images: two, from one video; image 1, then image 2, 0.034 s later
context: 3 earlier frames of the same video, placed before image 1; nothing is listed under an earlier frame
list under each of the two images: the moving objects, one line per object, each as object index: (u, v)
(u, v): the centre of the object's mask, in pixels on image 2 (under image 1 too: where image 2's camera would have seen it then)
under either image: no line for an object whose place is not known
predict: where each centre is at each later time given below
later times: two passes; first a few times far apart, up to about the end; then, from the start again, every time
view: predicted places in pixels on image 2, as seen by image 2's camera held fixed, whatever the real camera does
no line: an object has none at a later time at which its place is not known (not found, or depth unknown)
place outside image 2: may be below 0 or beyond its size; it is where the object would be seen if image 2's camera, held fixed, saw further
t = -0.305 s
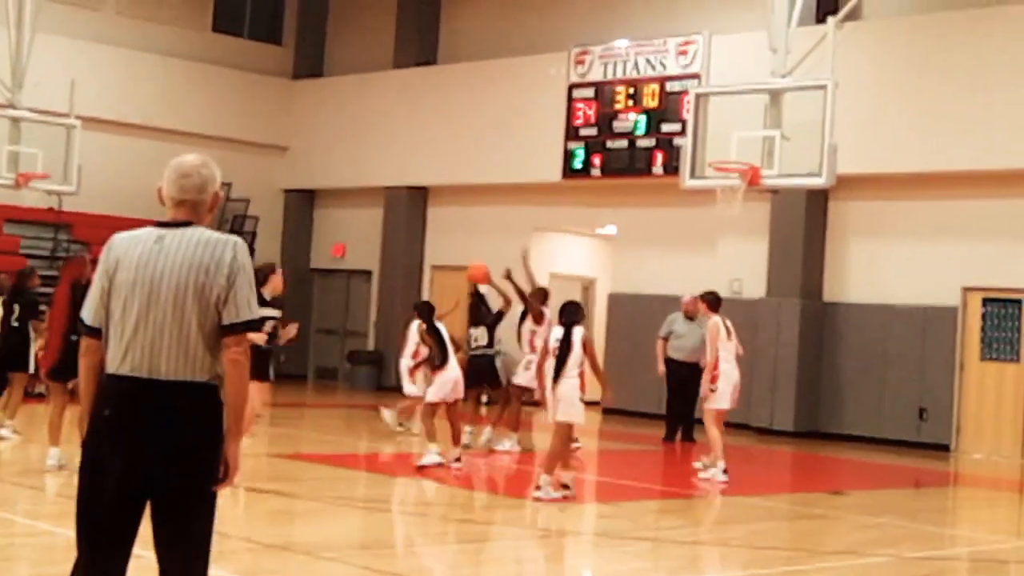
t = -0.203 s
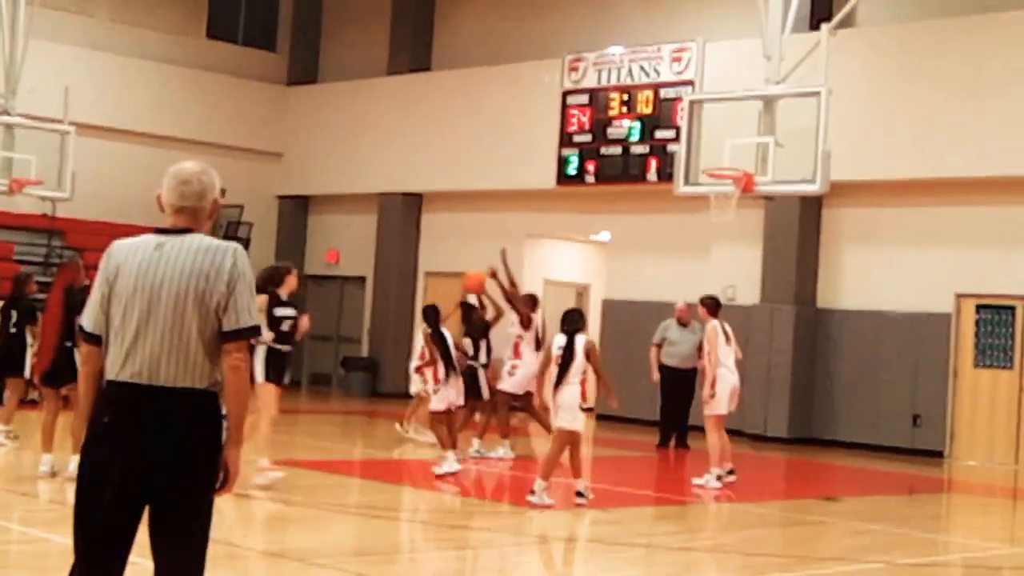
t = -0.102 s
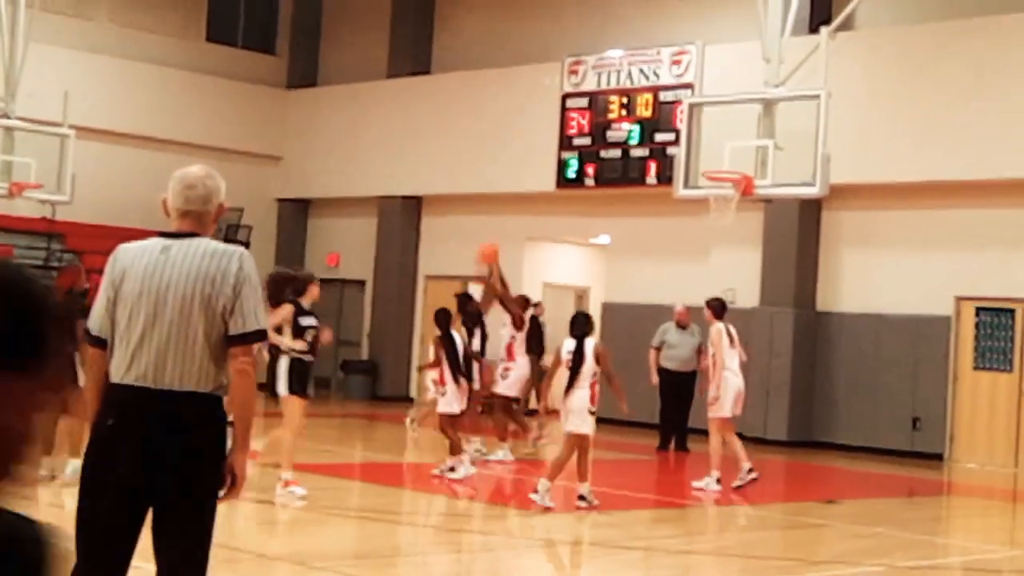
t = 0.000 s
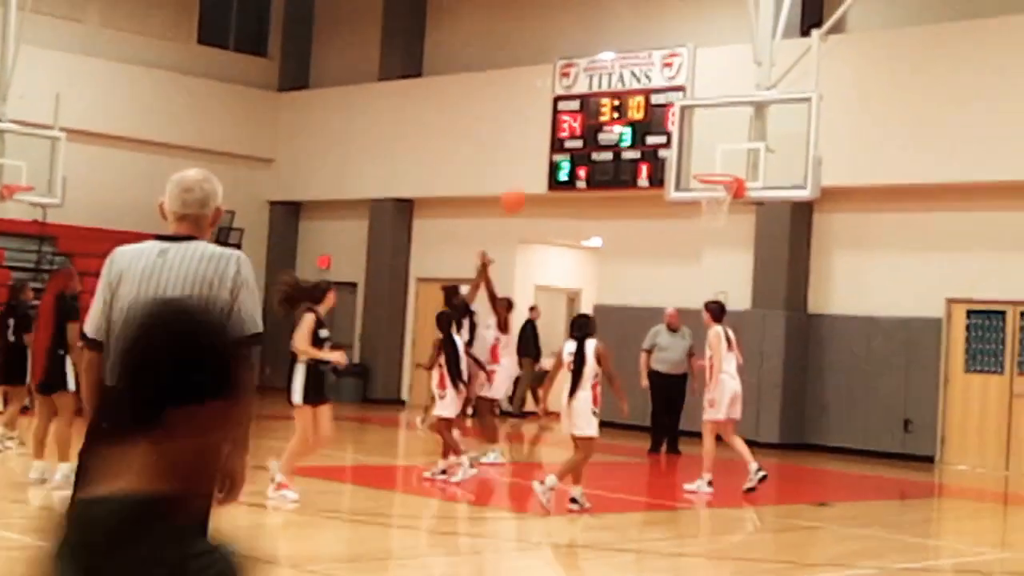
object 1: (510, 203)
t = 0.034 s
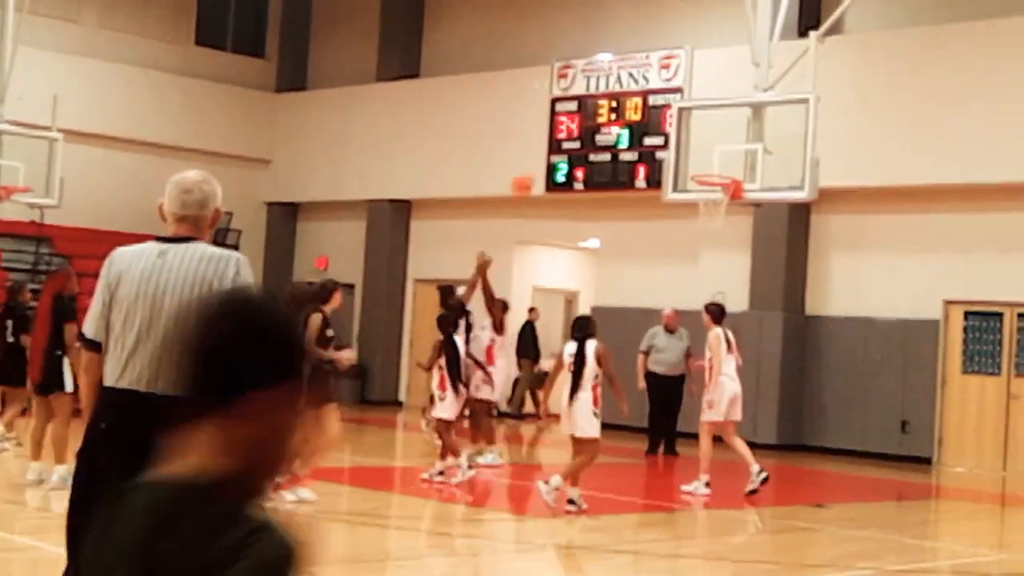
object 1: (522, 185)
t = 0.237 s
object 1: (590, 107)
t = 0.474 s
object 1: (668, 64)
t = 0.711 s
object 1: (740, 75)
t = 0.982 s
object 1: (823, 155)
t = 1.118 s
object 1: (862, 221)
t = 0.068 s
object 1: (534, 169)
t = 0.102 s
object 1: (546, 153)
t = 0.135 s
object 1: (556, 141)
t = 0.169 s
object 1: (567, 126)
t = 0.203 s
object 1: (580, 116)
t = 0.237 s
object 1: (590, 107)
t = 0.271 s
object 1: (600, 99)
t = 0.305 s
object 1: (613, 90)
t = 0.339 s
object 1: (625, 83)
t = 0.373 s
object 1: (635, 76)
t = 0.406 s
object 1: (645, 71)
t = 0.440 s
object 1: (657, 66)
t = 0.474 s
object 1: (668, 64)
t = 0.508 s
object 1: (678, 63)
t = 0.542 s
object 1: (689, 62)
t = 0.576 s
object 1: (699, 63)
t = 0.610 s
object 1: (709, 64)
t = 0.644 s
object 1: (720, 67)
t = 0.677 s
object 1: (730, 70)
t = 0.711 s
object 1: (740, 75)
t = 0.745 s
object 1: (751, 81)
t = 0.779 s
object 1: (761, 88)
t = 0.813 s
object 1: (771, 97)
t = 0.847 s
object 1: (781, 107)
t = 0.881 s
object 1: (791, 117)
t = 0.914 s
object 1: (802, 129)
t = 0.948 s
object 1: (812, 141)
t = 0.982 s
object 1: (823, 155)
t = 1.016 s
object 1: (832, 169)
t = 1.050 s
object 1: (843, 187)
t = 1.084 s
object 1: (853, 201)
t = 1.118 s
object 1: (862, 221)
